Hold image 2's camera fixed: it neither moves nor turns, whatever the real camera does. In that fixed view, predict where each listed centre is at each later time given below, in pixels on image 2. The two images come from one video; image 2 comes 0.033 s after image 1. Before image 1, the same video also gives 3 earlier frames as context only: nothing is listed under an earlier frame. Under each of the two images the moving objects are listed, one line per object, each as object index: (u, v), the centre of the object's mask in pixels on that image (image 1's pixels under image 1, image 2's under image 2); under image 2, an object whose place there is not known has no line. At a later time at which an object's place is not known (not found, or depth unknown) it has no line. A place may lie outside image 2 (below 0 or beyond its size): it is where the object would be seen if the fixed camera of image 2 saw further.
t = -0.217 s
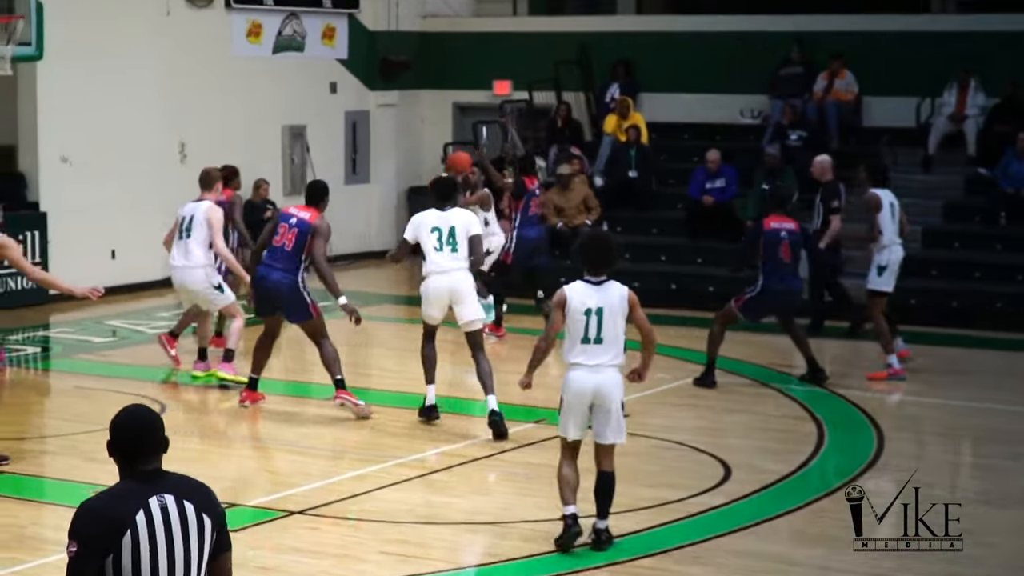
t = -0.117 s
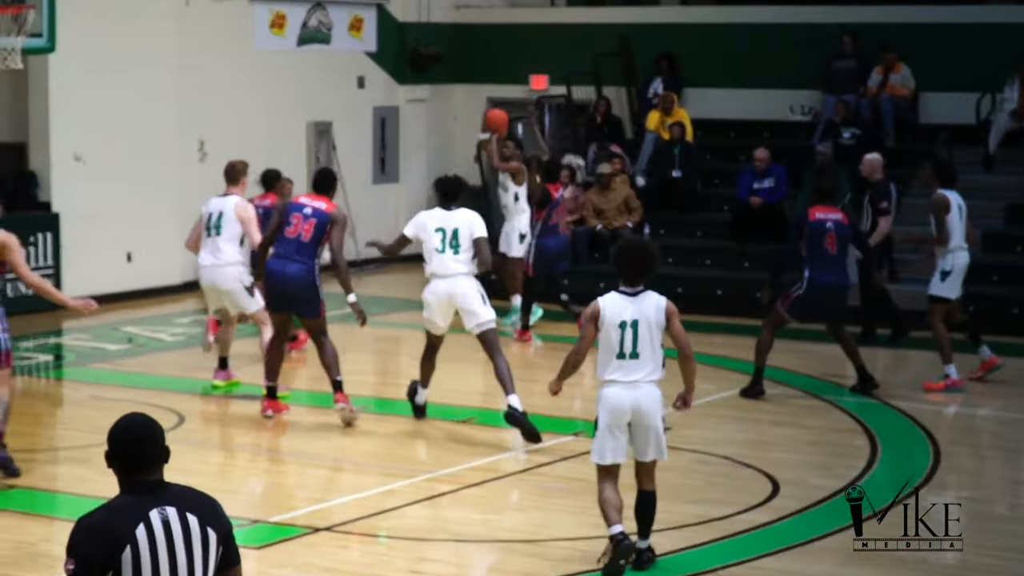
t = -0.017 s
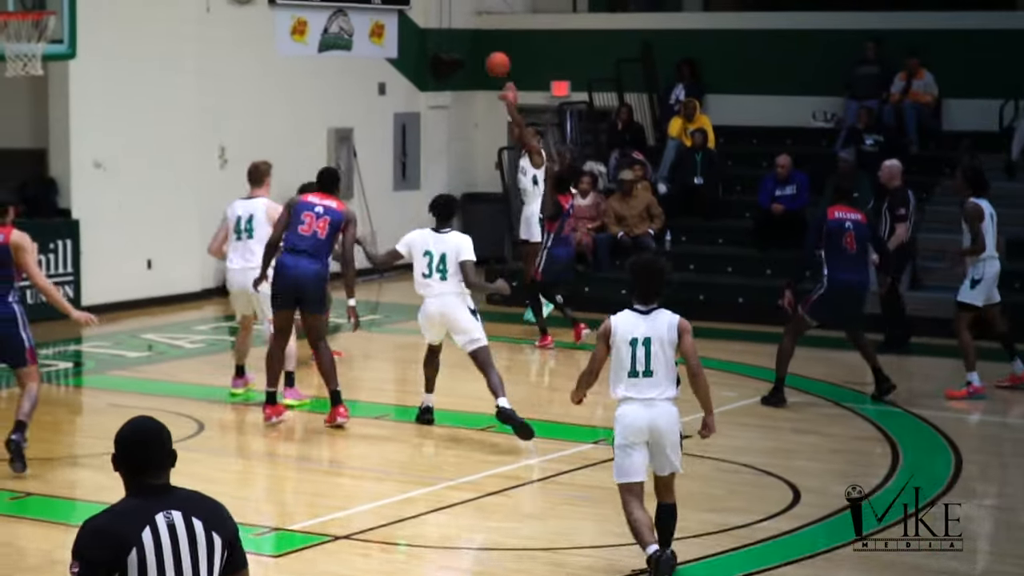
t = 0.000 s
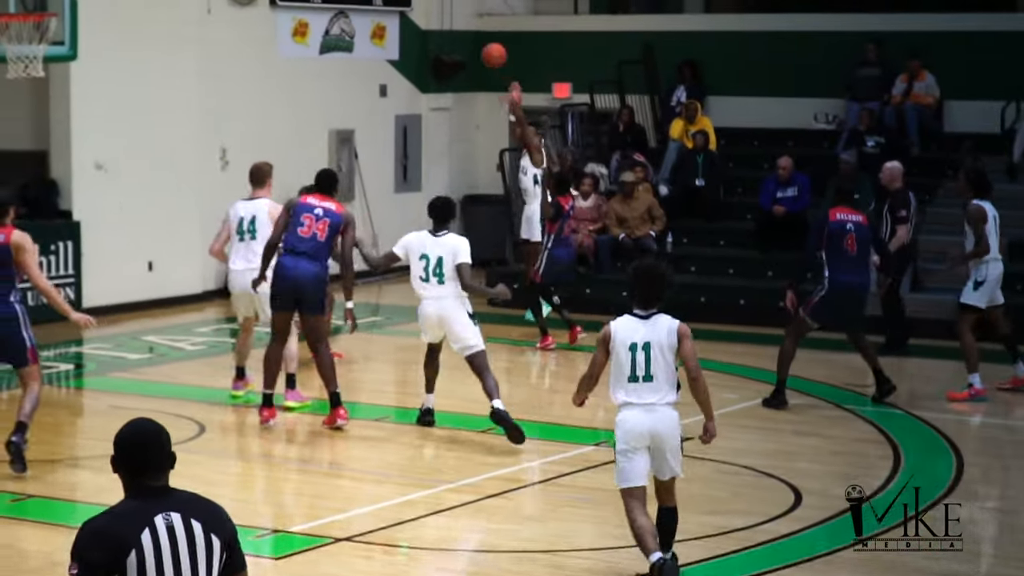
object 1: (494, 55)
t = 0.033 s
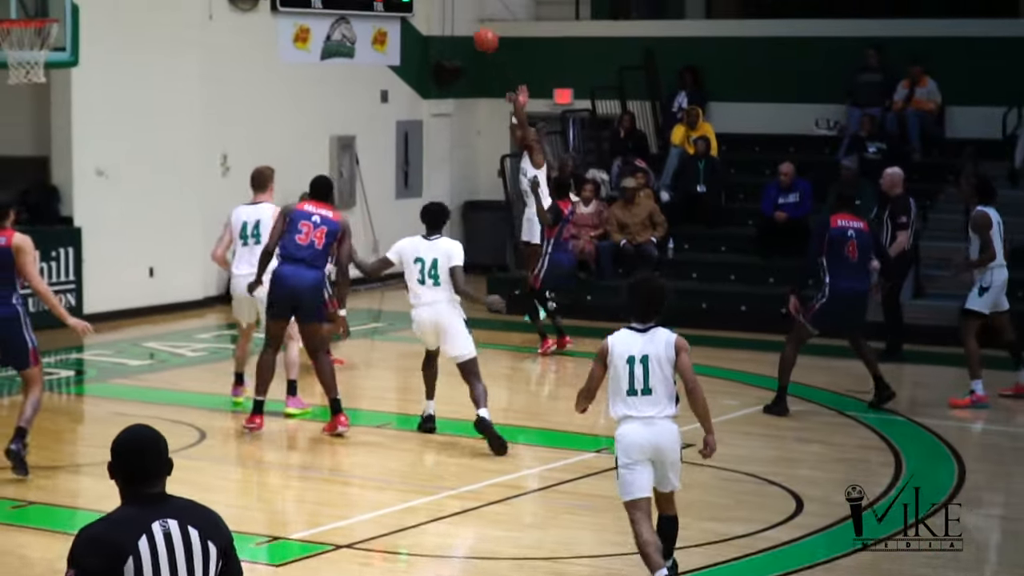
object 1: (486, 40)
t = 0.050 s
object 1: (480, 31)
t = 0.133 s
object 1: (455, -19)
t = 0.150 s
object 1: (450, -27)
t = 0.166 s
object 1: (444, -36)
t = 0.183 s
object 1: (439, -45)
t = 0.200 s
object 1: (434, -53)
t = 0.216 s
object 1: (429, -61)
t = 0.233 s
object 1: (423, -68)
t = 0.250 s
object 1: (419, -76)
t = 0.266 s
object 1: (413, -83)
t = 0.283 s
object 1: (408, -90)
